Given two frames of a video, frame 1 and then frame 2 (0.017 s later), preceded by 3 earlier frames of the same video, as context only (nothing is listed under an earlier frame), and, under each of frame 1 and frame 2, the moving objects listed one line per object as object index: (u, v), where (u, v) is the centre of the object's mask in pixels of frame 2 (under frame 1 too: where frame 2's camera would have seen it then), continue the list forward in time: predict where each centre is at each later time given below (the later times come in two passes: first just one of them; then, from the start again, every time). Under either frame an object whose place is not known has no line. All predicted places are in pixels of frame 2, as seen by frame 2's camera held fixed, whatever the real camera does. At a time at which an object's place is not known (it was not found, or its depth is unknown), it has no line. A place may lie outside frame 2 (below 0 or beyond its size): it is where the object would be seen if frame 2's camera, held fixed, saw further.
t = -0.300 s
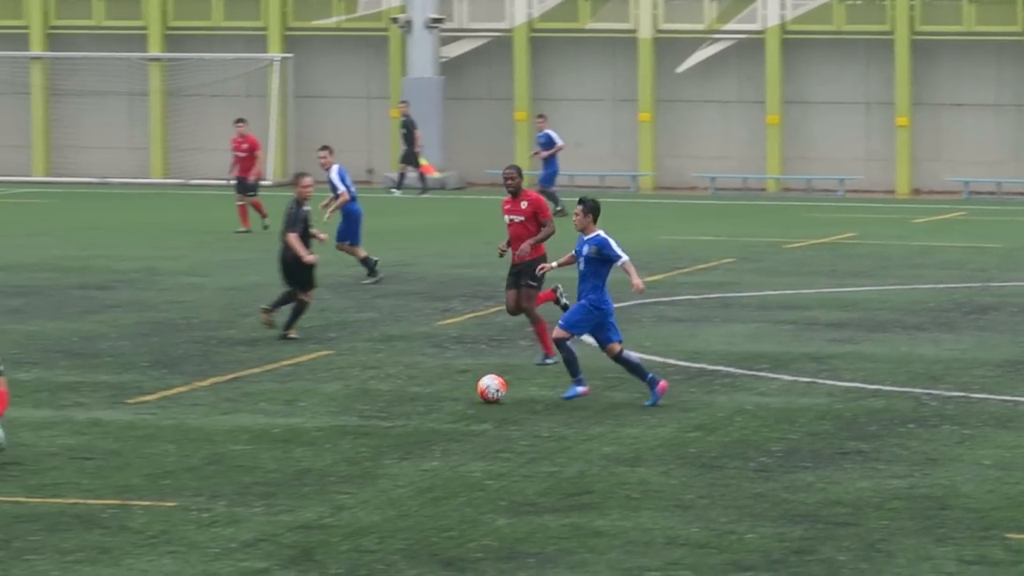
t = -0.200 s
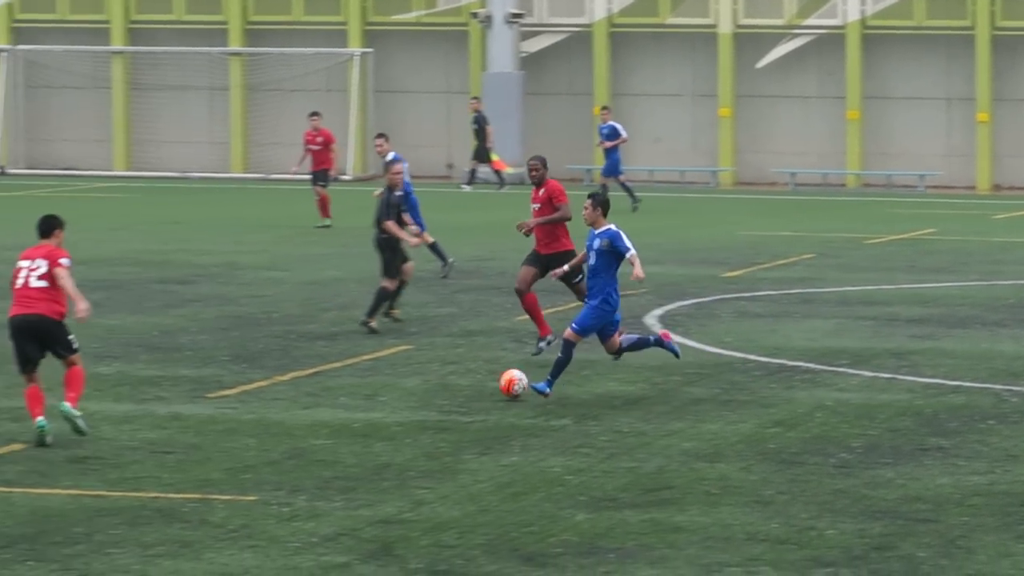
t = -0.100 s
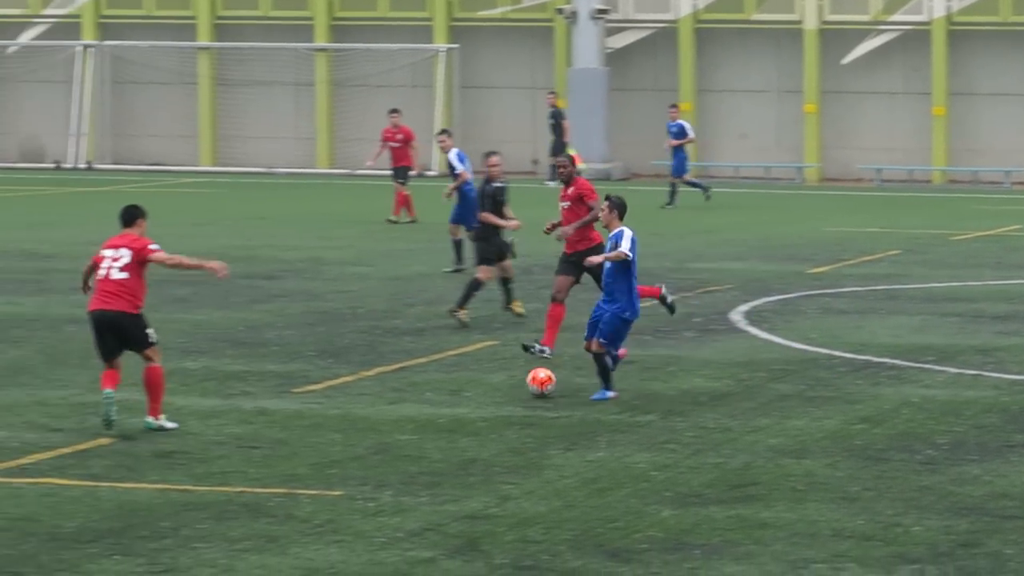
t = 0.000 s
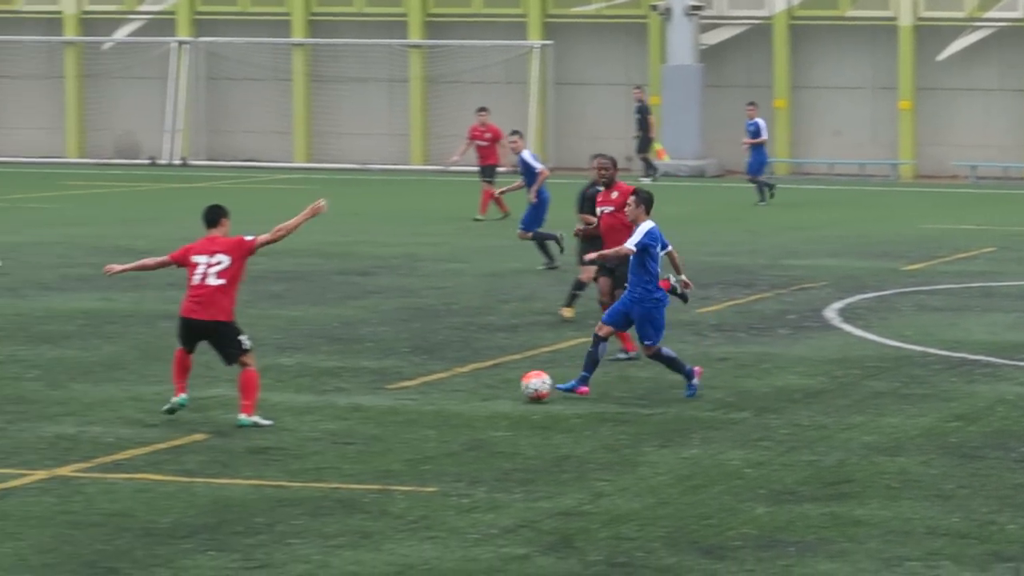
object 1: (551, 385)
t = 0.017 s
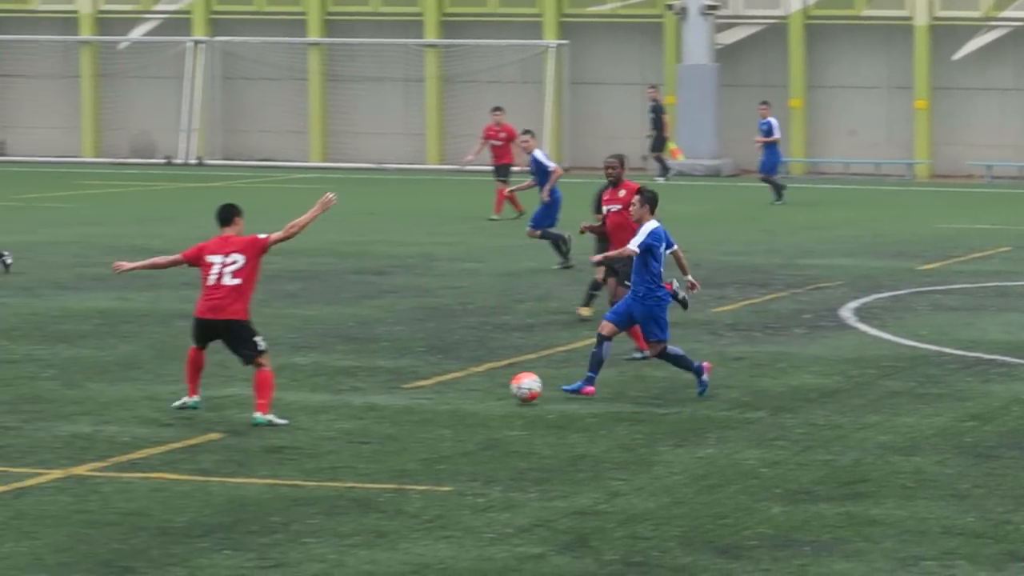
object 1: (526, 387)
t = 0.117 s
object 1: (370, 404)
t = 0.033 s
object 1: (501, 390)
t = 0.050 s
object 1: (475, 393)
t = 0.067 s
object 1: (448, 396)
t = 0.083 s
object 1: (422, 400)
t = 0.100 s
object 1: (396, 403)
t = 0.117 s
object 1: (370, 404)
